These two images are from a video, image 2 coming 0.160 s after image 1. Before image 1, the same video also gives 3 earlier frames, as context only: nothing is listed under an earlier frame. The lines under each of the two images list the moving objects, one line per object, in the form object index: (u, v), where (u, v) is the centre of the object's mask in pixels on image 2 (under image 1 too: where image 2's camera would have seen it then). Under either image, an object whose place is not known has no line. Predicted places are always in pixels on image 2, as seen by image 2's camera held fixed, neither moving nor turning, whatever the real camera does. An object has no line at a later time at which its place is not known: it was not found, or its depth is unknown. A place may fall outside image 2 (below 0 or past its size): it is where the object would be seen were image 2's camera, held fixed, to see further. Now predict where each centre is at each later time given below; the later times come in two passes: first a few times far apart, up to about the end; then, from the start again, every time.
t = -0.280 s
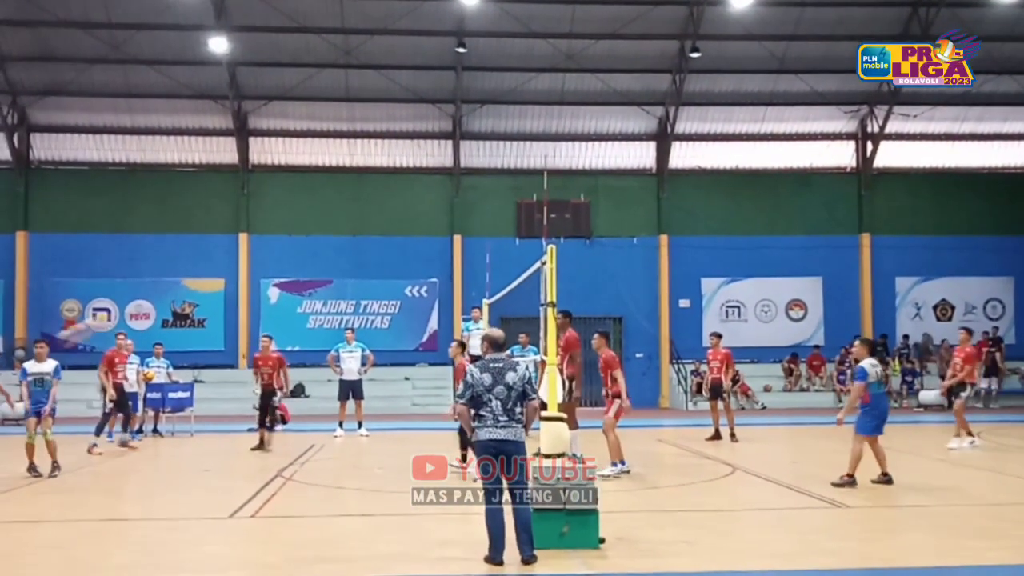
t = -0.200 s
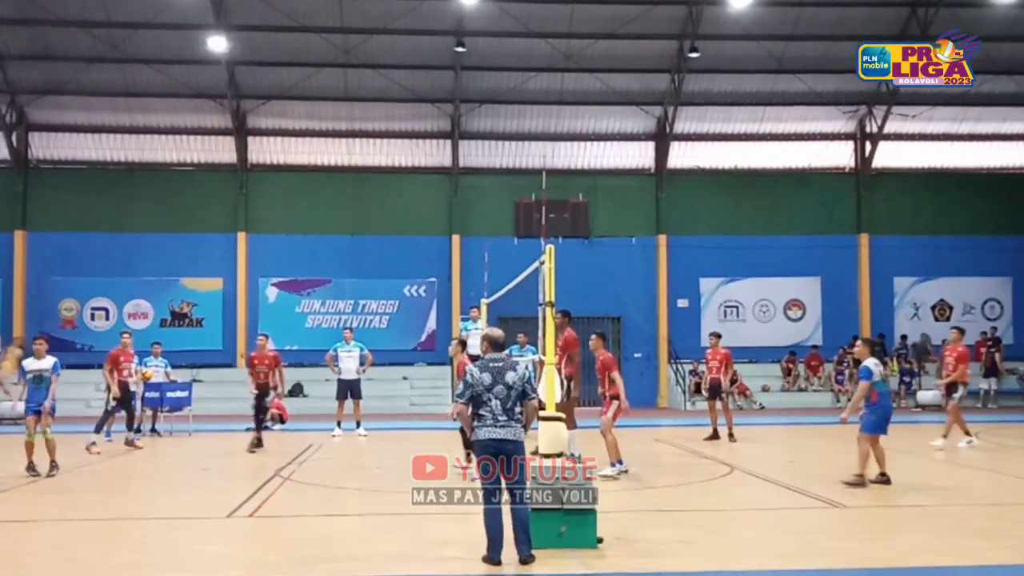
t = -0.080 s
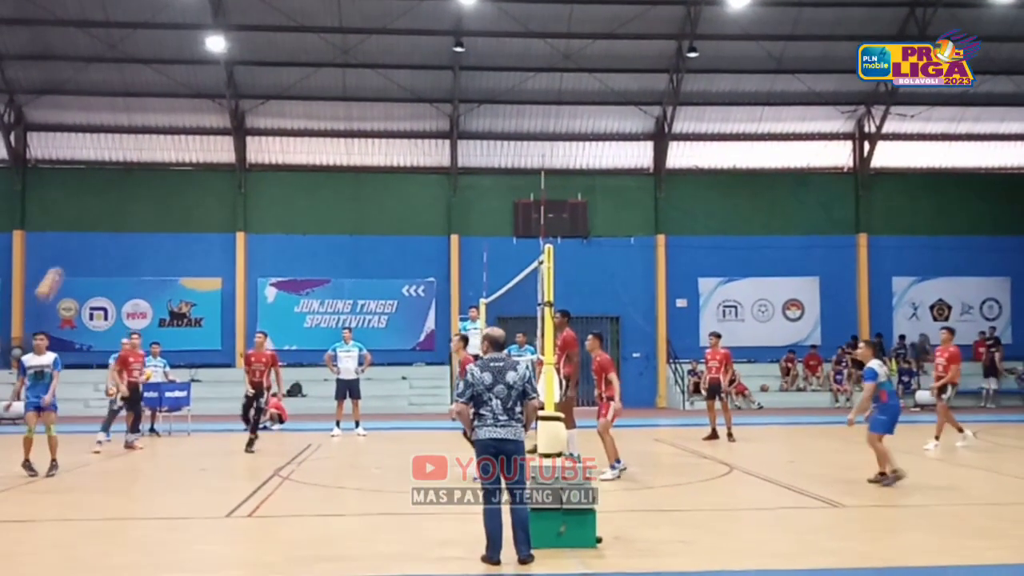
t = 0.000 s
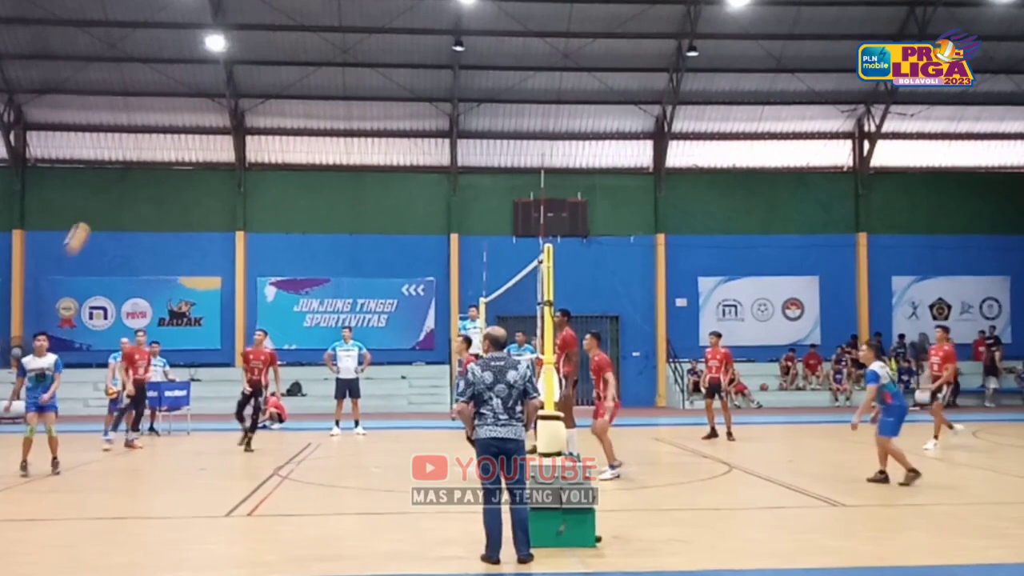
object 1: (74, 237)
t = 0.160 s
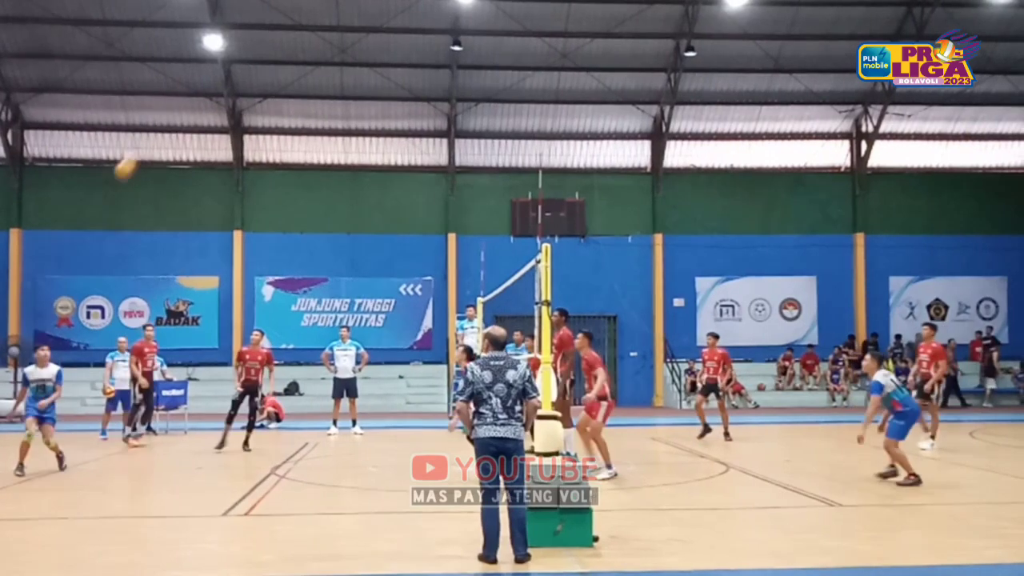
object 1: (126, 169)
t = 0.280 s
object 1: (163, 125)
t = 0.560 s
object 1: (242, 83)
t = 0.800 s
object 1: (307, 93)
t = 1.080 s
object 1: (378, 157)
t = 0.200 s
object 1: (139, 153)
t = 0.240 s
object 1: (153, 136)
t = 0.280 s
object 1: (163, 125)
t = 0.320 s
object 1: (175, 117)
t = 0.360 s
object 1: (187, 107)
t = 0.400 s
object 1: (199, 100)
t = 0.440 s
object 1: (210, 93)
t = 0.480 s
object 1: (221, 90)
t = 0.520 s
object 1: (232, 86)
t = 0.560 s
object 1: (242, 83)
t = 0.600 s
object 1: (253, 82)
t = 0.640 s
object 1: (264, 82)
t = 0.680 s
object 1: (275, 83)
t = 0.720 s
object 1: (286, 86)
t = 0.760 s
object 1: (295, 89)
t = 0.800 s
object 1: (307, 93)
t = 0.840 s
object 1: (316, 97)
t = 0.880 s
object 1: (327, 105)
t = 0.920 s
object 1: (337, 112)
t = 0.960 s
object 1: (346, 121)
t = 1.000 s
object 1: (356, 131)
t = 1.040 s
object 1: (365, 141)
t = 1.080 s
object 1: (378, 157)
